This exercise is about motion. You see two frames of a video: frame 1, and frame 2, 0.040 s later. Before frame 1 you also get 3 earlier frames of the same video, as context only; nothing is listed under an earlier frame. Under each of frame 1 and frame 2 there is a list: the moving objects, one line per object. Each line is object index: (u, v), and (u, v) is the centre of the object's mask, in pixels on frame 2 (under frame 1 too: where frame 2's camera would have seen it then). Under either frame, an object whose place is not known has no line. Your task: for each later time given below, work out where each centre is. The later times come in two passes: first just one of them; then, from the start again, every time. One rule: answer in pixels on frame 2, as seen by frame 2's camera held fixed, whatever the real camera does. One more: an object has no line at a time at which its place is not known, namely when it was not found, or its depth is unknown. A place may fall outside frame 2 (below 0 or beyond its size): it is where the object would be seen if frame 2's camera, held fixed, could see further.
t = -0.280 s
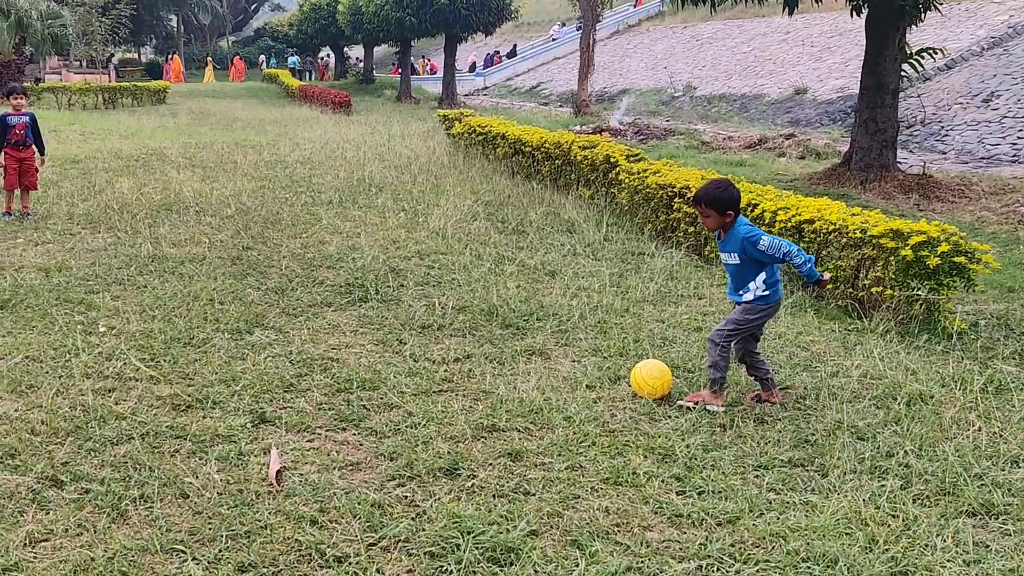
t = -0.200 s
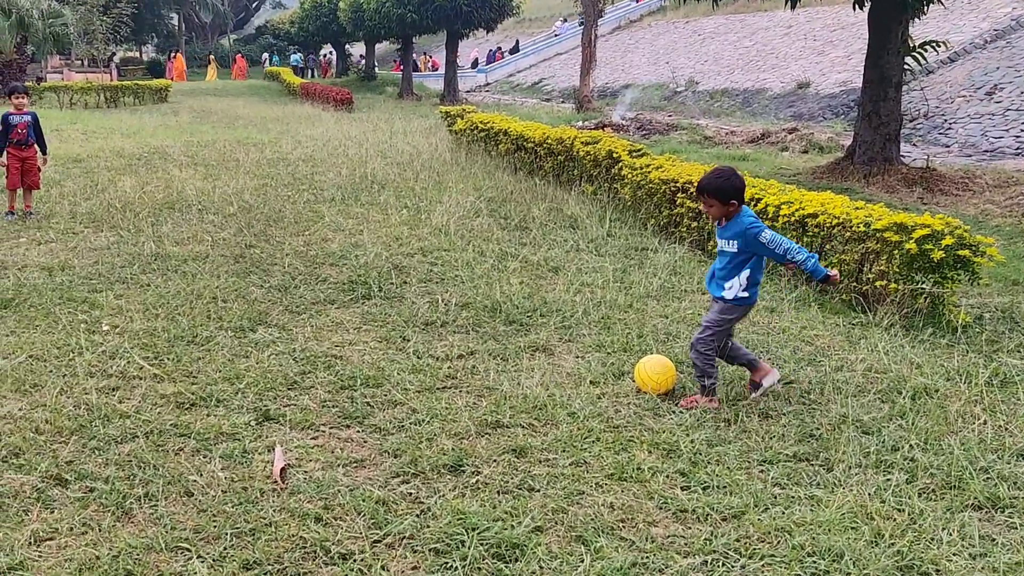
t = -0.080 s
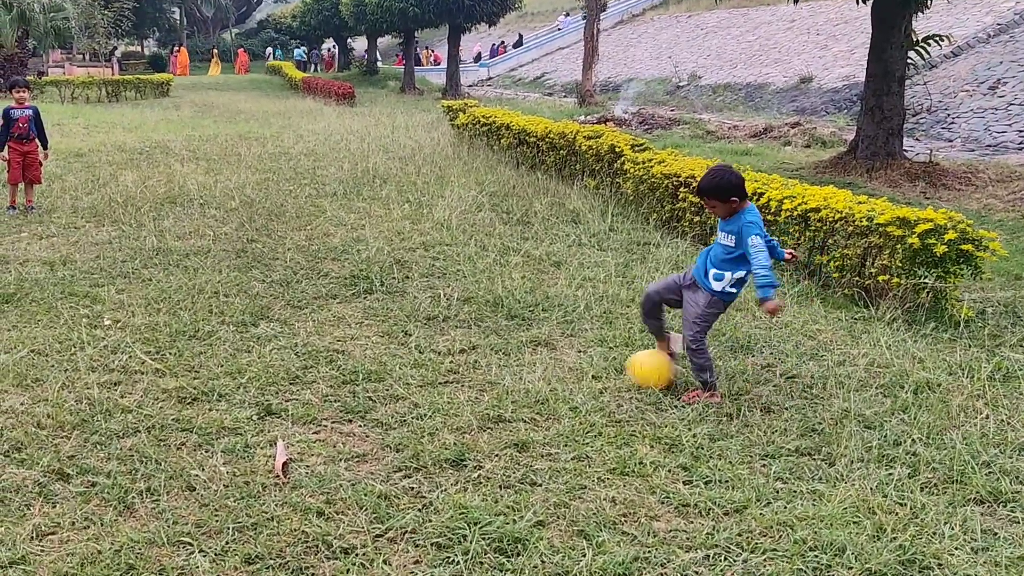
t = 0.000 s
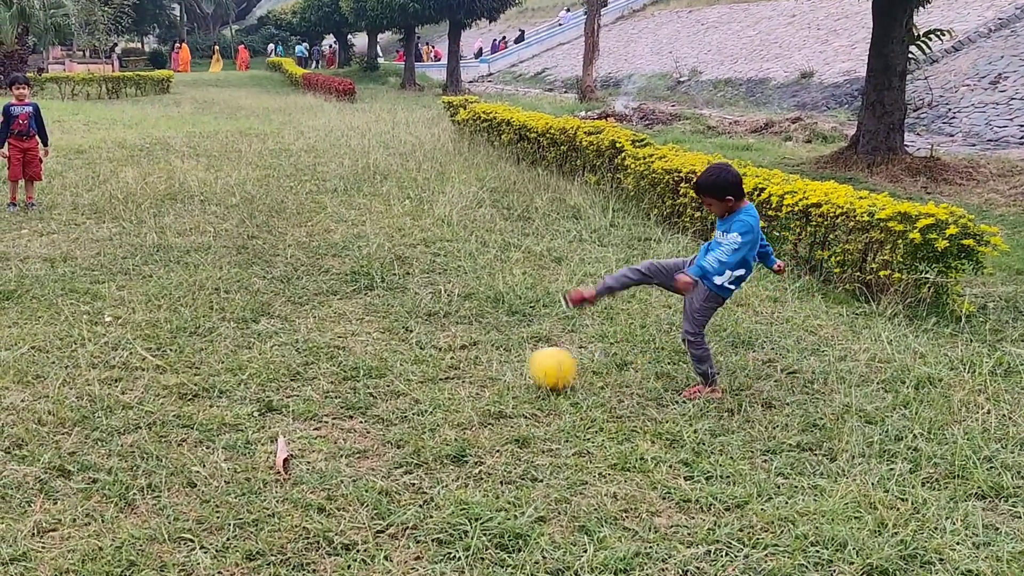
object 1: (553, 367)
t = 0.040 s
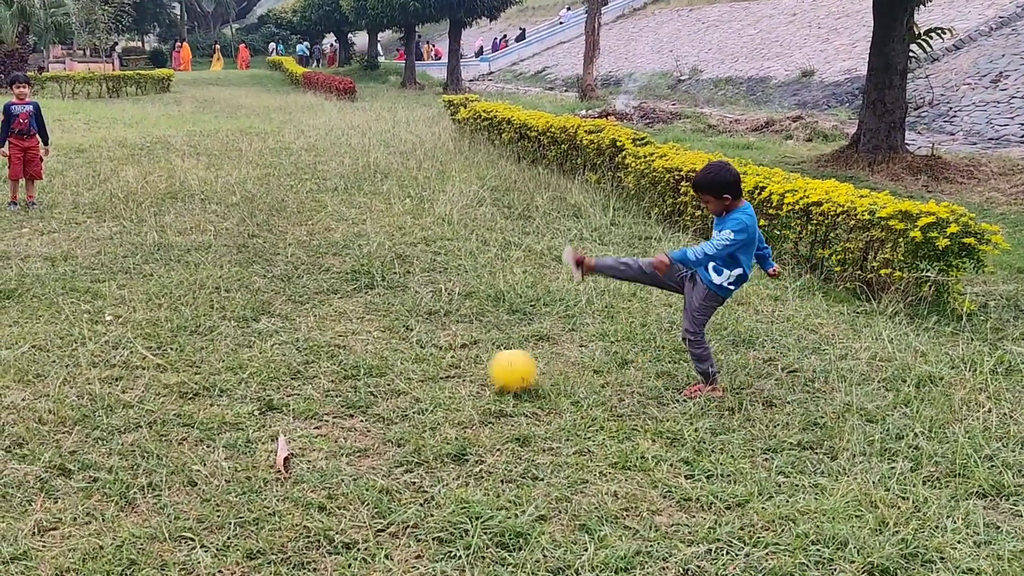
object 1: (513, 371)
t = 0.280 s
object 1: (264, 384)
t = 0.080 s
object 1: (457, 378)
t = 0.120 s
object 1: (423, 380)
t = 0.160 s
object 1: (390, 381)
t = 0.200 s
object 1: (340, 386)
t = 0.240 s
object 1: (309, 388)
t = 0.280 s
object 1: (264, 384)
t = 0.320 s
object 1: (232, 384)
